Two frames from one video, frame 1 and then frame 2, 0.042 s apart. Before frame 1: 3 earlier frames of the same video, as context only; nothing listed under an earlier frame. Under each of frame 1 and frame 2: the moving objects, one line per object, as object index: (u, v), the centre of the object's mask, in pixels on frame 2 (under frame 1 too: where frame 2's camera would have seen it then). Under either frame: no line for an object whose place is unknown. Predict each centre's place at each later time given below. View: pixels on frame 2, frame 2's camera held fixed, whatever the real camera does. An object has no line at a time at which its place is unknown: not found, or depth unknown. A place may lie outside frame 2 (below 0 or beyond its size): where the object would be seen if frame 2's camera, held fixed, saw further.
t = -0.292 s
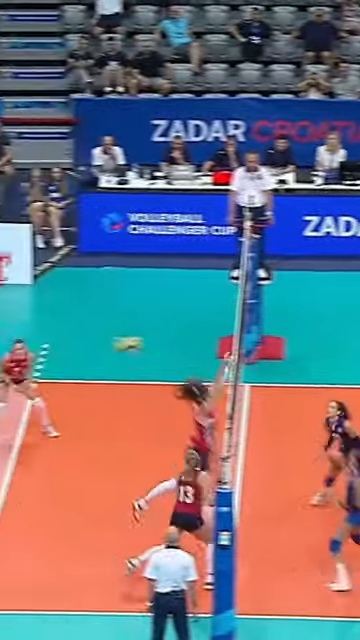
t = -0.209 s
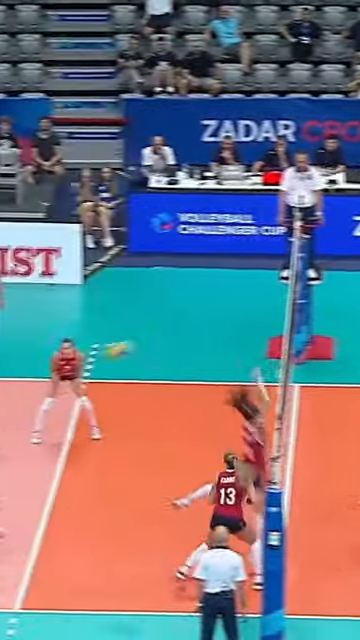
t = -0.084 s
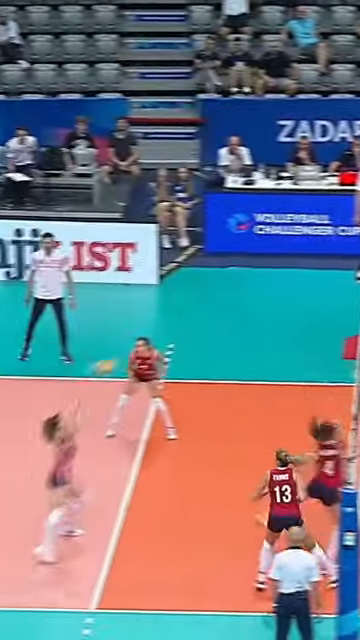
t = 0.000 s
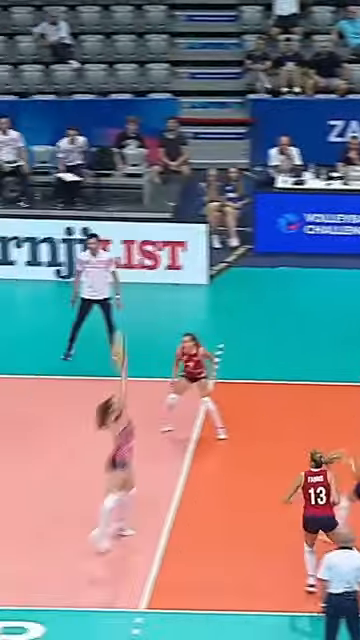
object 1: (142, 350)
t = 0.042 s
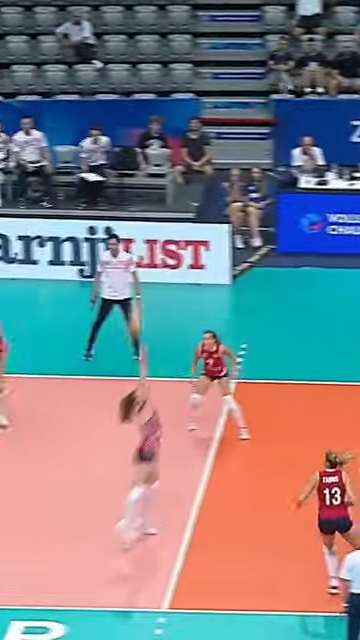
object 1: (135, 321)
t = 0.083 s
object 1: (133, 298)
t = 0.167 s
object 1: (123, 244)
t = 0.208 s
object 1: (120, 213)
